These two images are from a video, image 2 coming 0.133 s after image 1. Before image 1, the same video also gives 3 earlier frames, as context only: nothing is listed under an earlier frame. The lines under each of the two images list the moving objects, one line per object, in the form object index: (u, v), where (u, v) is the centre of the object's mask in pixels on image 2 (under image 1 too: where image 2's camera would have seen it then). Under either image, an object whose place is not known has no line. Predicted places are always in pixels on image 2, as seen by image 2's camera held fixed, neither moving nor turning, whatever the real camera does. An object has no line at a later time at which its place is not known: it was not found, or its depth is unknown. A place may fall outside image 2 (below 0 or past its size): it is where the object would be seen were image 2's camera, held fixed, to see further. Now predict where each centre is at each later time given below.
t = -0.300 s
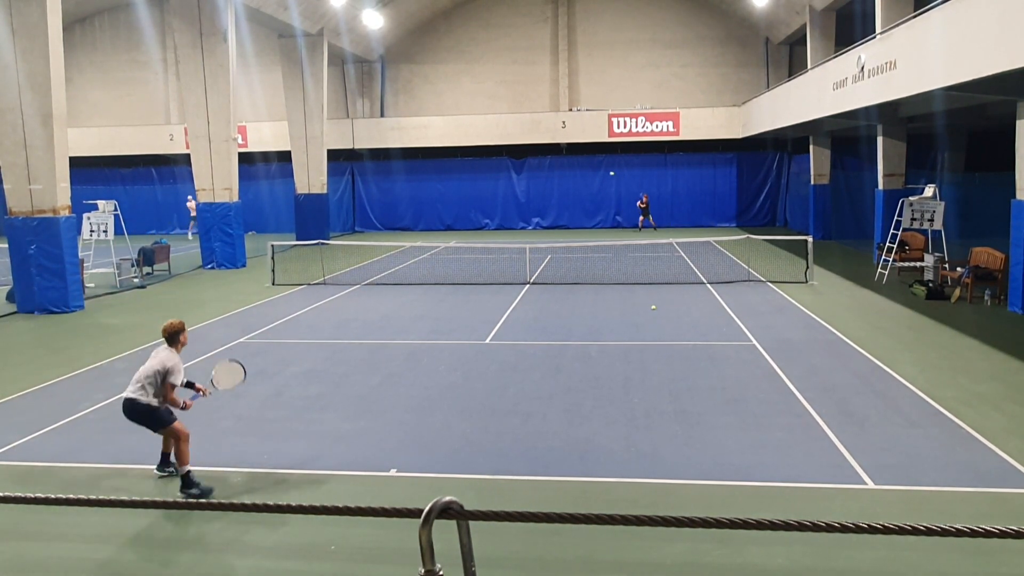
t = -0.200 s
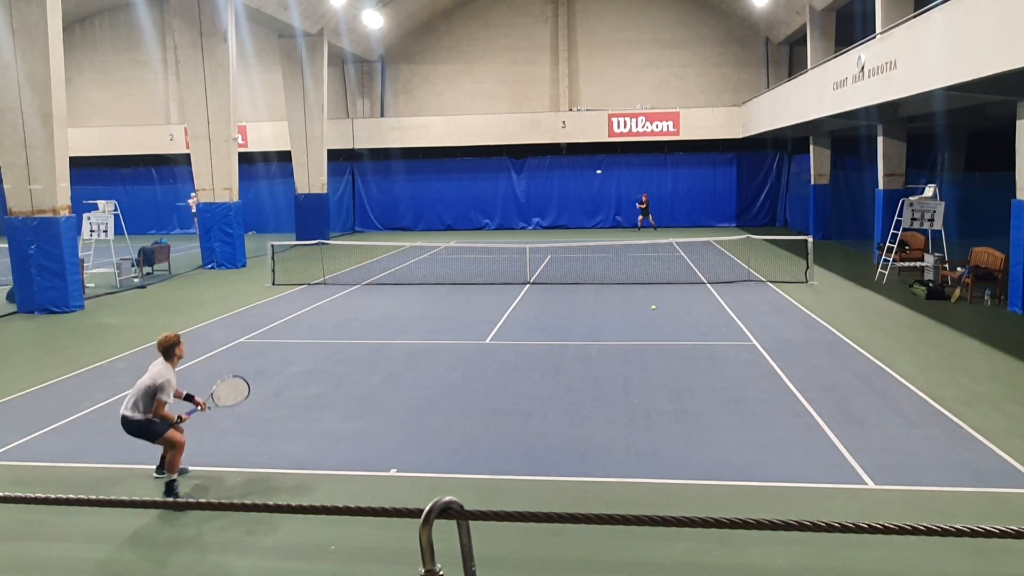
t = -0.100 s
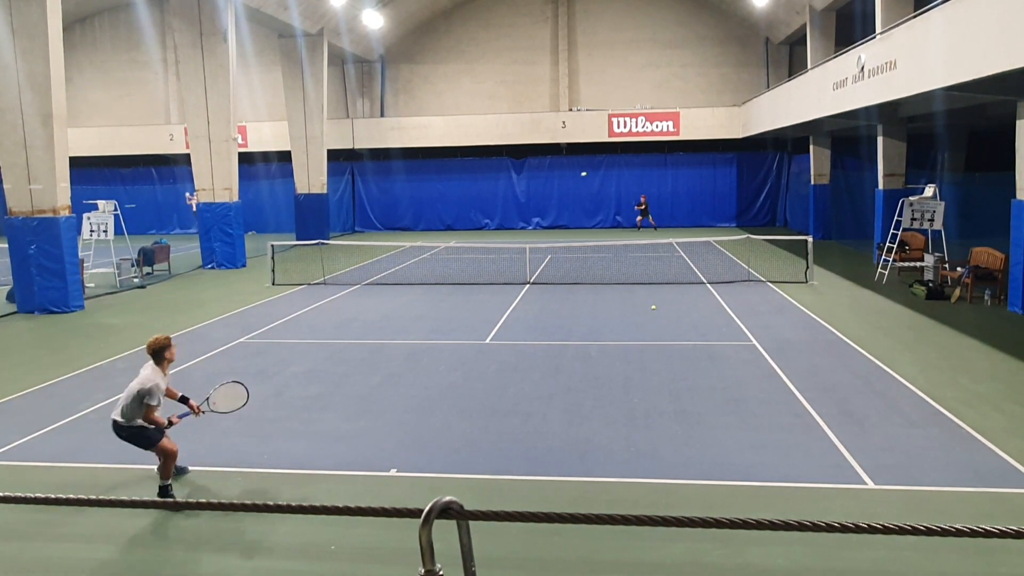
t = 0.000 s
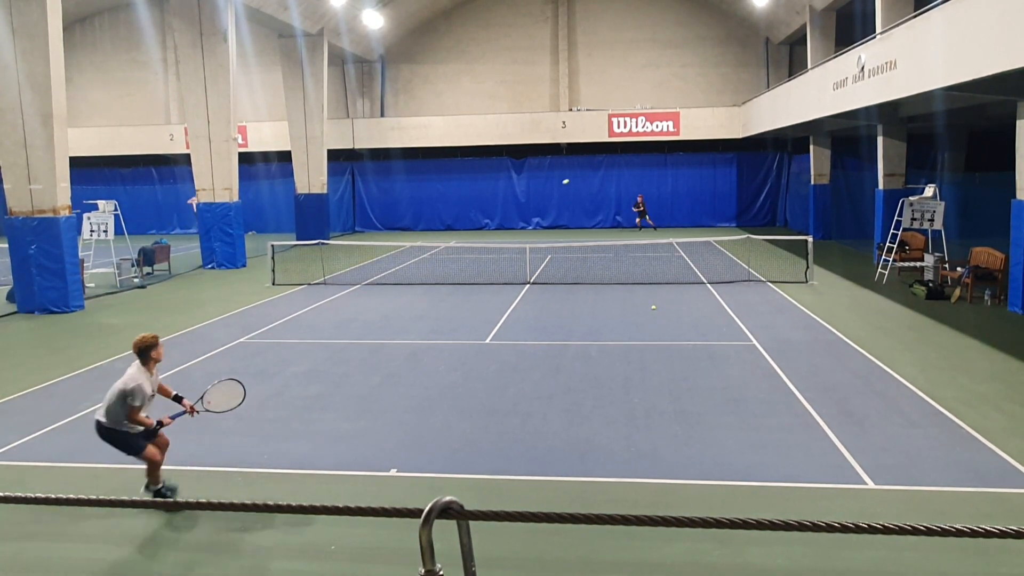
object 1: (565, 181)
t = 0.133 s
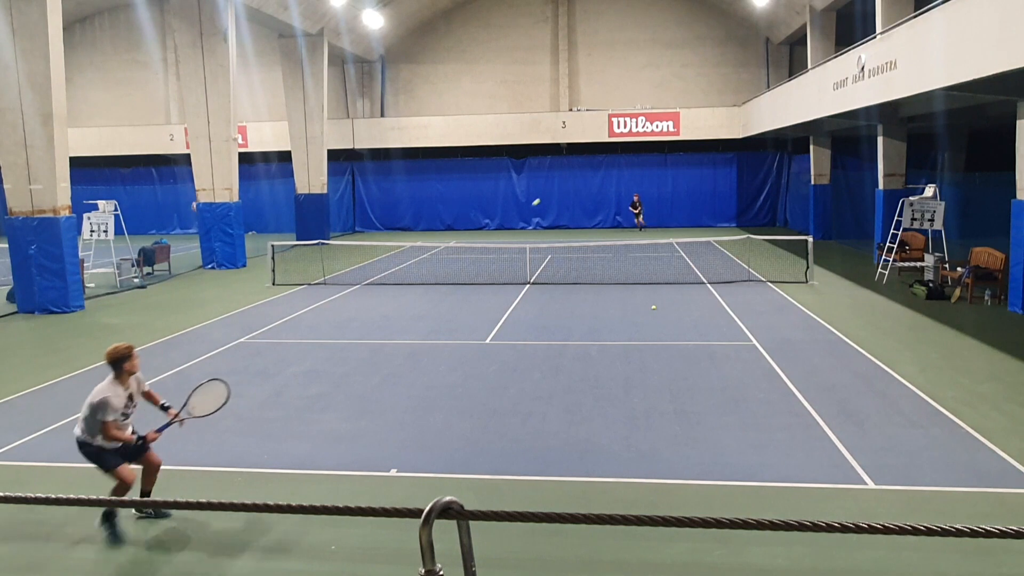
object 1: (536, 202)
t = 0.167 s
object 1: (527, 210)
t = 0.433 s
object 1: (430, 332)
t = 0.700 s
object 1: (271, 456)
